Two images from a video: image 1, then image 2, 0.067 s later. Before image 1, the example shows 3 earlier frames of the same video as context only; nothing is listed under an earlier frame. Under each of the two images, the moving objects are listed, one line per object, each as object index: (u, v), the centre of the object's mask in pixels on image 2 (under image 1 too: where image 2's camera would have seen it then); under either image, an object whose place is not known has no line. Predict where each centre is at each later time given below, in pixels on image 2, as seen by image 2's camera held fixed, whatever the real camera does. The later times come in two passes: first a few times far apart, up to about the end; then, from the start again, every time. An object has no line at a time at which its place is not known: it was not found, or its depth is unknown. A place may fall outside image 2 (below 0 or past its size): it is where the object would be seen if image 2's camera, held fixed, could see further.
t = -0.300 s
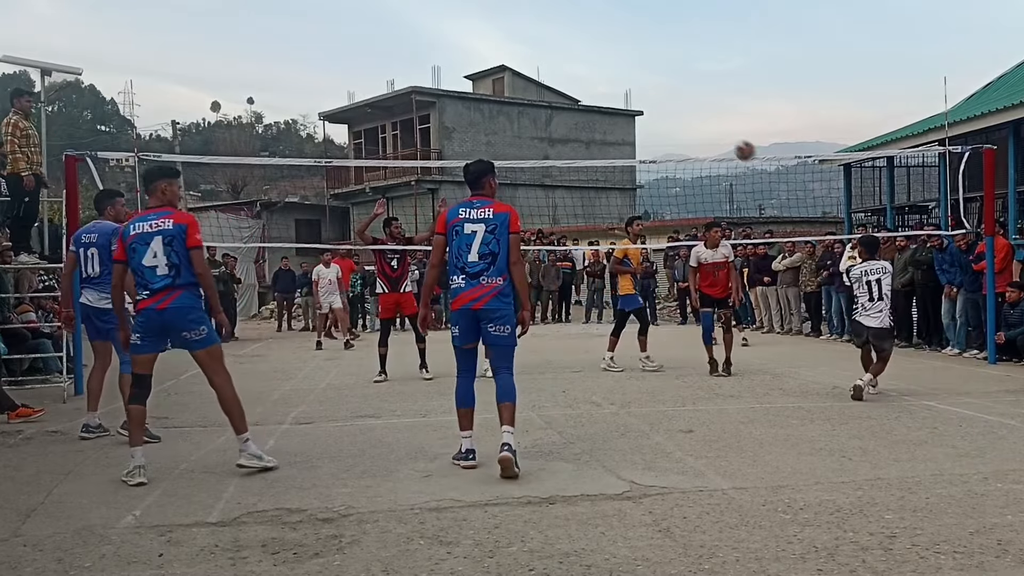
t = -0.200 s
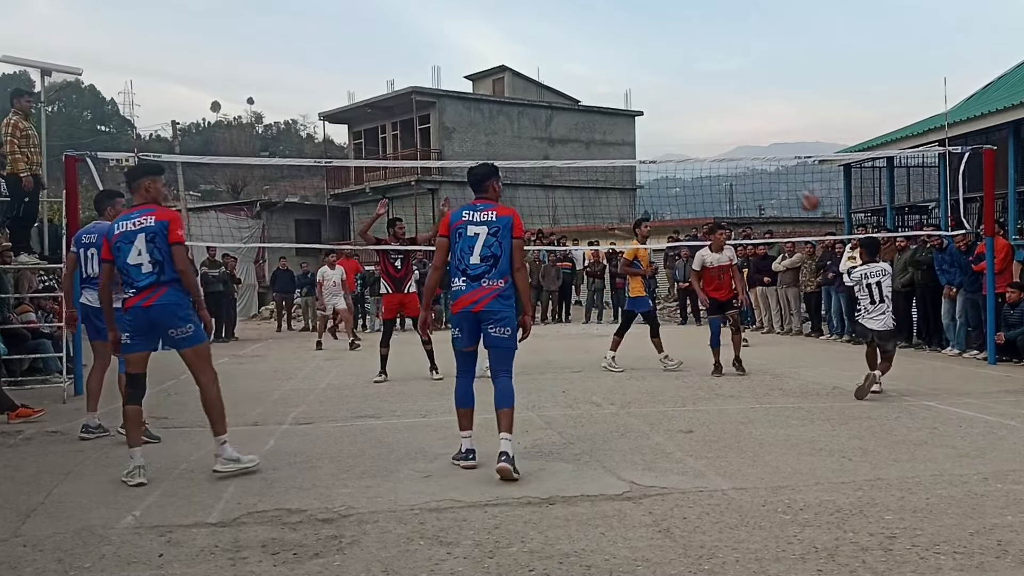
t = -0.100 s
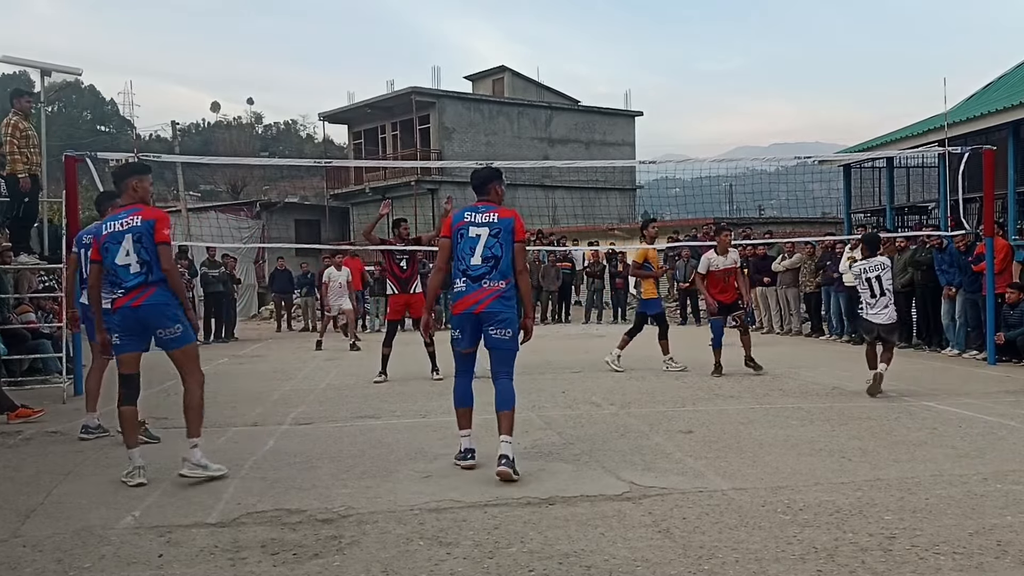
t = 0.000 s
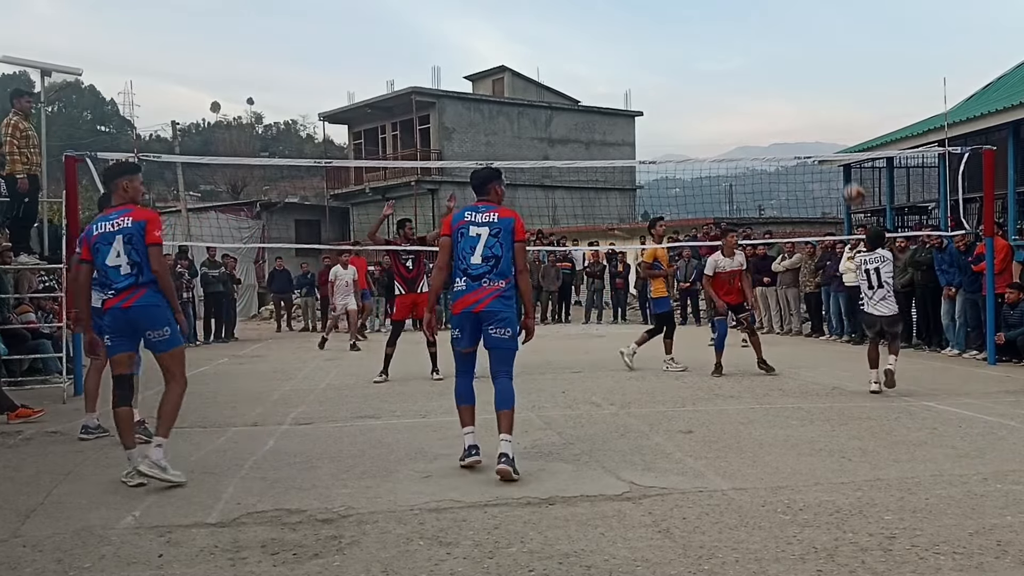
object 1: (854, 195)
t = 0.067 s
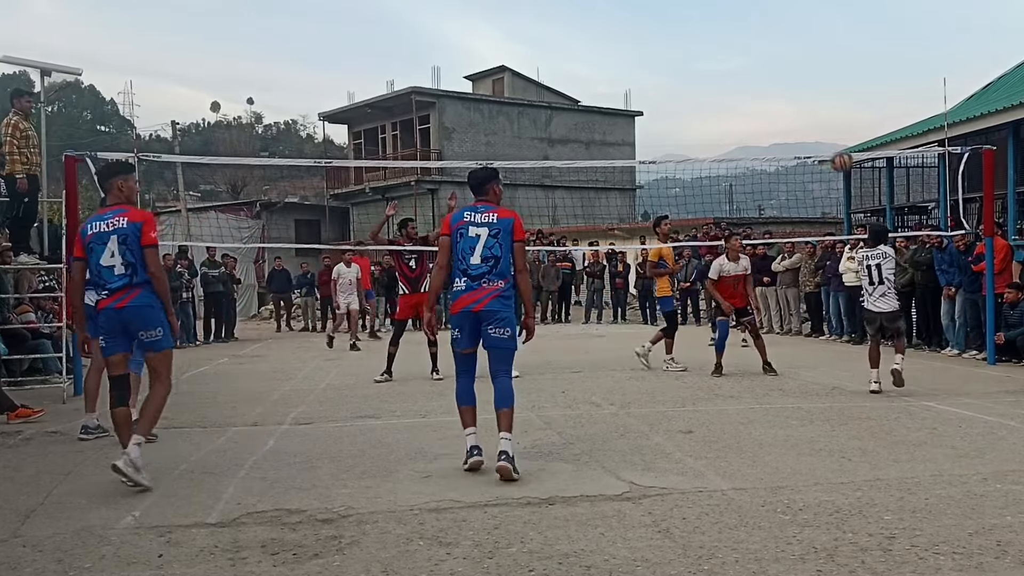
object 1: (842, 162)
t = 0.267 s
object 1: (805, 91)
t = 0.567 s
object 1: (756, 66)
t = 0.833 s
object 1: (718, 116)
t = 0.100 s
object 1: (835, 146)
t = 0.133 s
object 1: (829, 132)
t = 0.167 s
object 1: (823, 120)
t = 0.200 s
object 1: (817, 109)
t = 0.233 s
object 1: (811, 100)
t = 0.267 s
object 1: (805, 91)
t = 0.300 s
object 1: (800, 84)
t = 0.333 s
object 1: (794, 78)
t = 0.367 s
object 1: (789, 73)
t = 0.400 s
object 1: (783, 69)
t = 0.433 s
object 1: (778, 66)
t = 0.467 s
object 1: (772, 64)
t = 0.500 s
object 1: (767, 64)
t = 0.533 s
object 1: (762, 65)
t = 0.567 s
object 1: (756, 66)
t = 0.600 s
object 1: (751, 69)
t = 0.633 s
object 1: (747, 73)
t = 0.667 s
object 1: (741, 78)
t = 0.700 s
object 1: (737, 83)
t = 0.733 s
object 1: (732, 90)
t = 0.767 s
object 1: (727, 98)
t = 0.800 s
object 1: (722, 107)
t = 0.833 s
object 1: (718, 116)
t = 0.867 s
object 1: (713, 127)
